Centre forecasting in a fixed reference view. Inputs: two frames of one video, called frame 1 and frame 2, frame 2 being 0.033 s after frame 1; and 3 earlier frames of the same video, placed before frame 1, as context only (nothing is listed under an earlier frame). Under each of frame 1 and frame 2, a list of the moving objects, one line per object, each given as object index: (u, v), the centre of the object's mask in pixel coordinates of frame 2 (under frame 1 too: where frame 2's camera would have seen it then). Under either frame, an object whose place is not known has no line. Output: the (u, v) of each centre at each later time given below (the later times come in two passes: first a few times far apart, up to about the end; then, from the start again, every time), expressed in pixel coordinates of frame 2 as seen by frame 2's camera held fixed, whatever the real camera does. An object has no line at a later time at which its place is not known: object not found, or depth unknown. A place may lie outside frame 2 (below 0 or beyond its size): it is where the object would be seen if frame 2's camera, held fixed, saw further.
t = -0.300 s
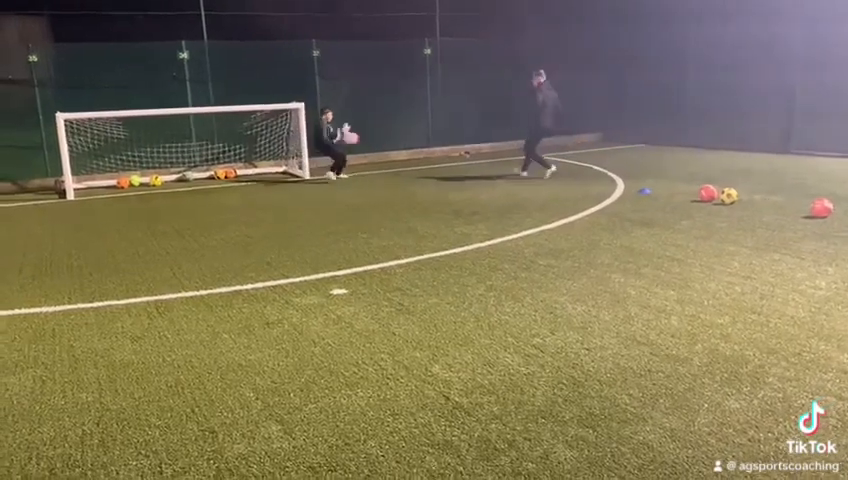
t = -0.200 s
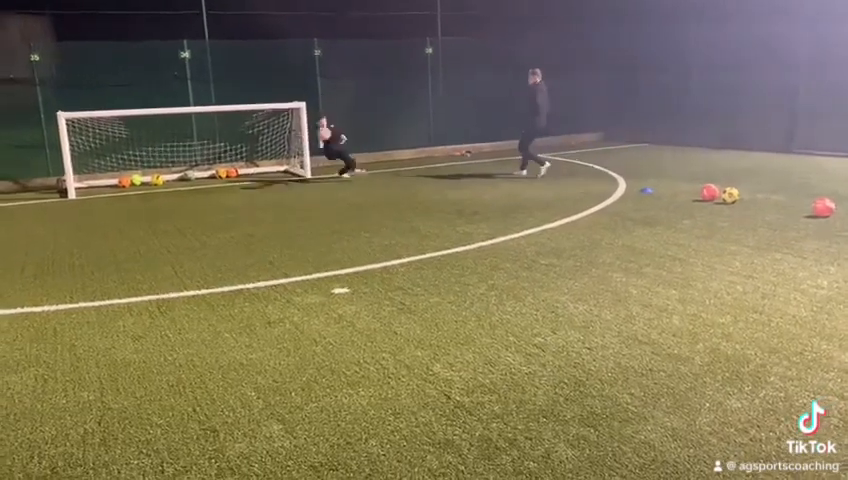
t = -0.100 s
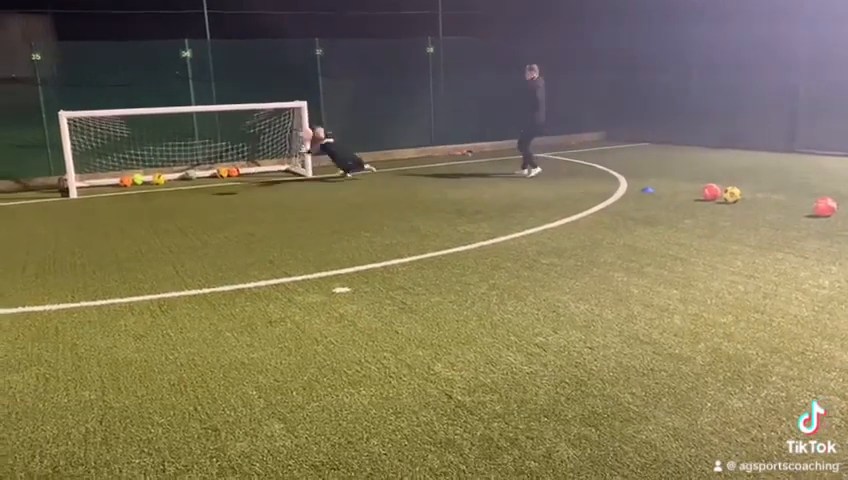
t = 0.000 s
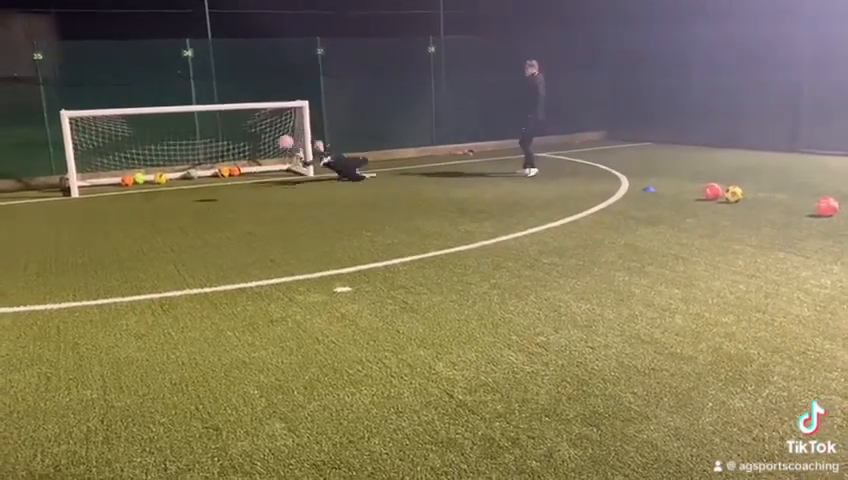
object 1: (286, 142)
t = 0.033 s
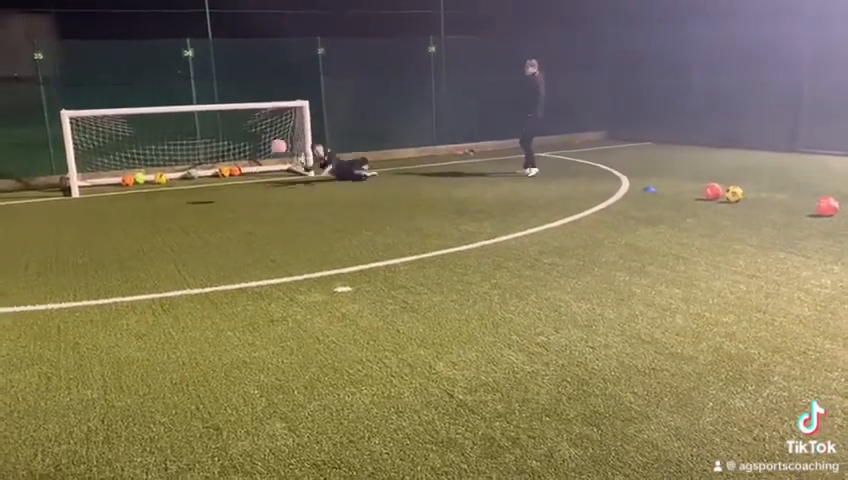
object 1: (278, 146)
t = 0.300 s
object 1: (209, 211)
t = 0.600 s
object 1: (149, 193)
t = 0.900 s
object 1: (80, 248)
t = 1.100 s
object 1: (11, 255)
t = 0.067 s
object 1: (271, 152)
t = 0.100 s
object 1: (262, 157)
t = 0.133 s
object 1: (255, 167)
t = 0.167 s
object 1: (246, 175)
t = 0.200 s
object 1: (237, 185)
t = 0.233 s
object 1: (228, 197)
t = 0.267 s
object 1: (218, 210)
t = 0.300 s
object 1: (209, 211)
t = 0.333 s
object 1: (204, 206)
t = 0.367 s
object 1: (197, 201)
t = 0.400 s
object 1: (190, 196)
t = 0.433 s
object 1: (184, 194)
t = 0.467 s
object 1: (177, 192)
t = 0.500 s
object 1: (170, 191)
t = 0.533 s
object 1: (163, 190)
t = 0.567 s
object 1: (156, 192)
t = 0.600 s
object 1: (149, 193)
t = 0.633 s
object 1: (142, 196)
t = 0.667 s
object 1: (134, 201)
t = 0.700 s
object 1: (127, 206)
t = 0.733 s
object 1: (120, 212)
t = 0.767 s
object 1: (113, 220)
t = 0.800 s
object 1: (105, 229)
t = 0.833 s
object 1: (98, 240)
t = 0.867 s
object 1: (90, 251)
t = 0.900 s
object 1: (80, 248)
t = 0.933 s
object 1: (69, 246)
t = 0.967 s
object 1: (57, 246)
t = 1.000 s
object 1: (47, 246)
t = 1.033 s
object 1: (35, 248)
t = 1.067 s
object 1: (23, 251)
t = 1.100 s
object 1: (11, 255)
